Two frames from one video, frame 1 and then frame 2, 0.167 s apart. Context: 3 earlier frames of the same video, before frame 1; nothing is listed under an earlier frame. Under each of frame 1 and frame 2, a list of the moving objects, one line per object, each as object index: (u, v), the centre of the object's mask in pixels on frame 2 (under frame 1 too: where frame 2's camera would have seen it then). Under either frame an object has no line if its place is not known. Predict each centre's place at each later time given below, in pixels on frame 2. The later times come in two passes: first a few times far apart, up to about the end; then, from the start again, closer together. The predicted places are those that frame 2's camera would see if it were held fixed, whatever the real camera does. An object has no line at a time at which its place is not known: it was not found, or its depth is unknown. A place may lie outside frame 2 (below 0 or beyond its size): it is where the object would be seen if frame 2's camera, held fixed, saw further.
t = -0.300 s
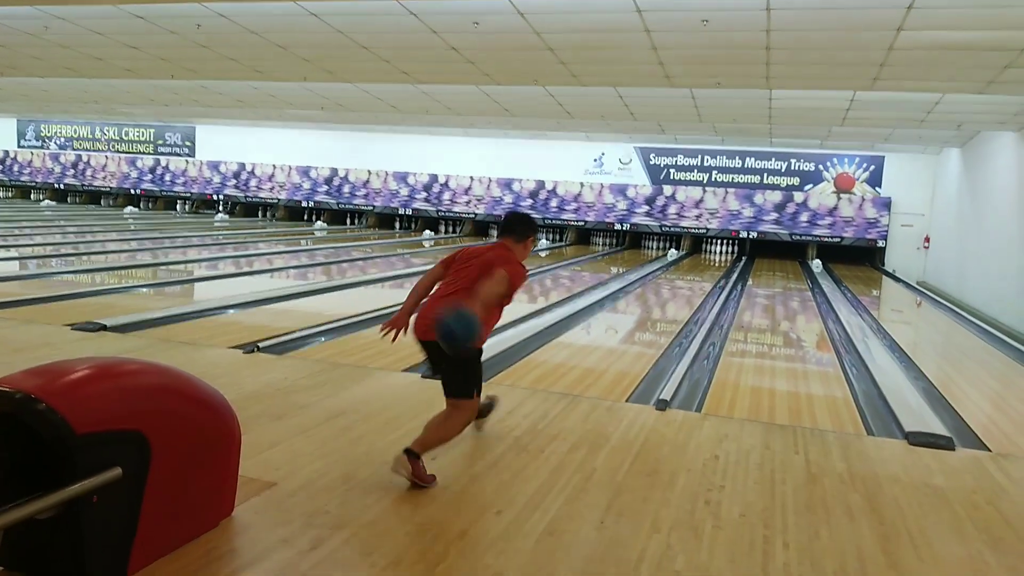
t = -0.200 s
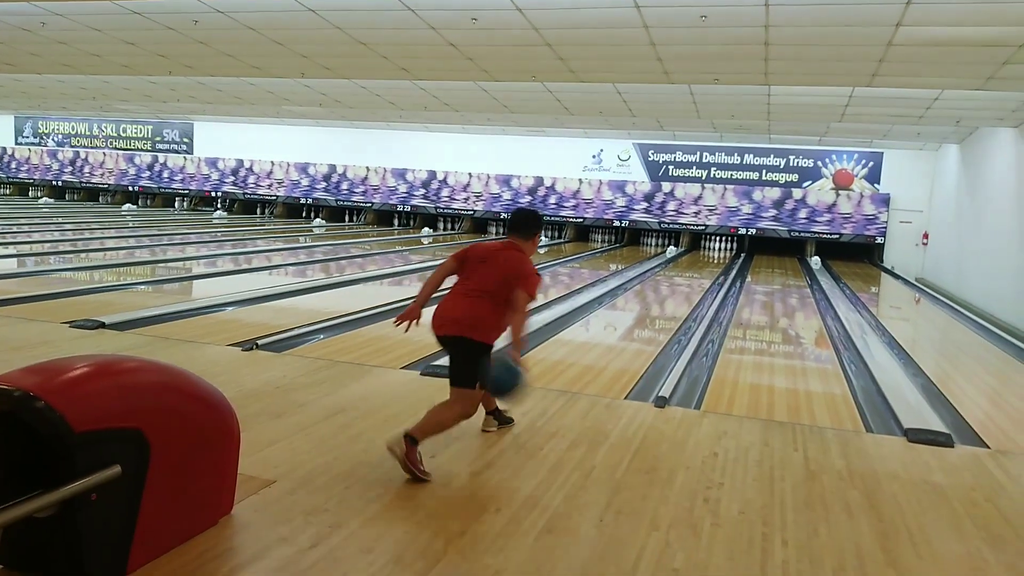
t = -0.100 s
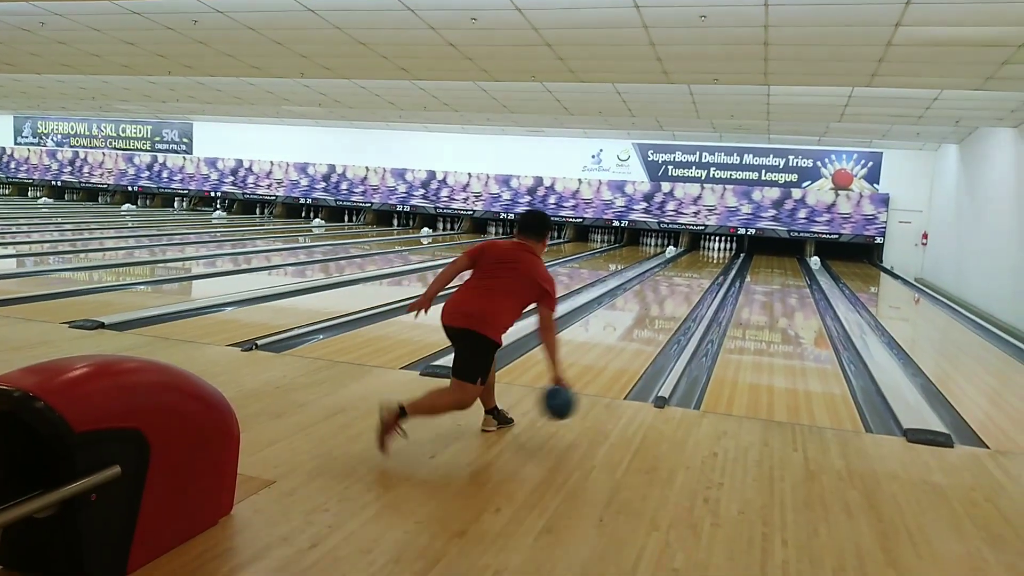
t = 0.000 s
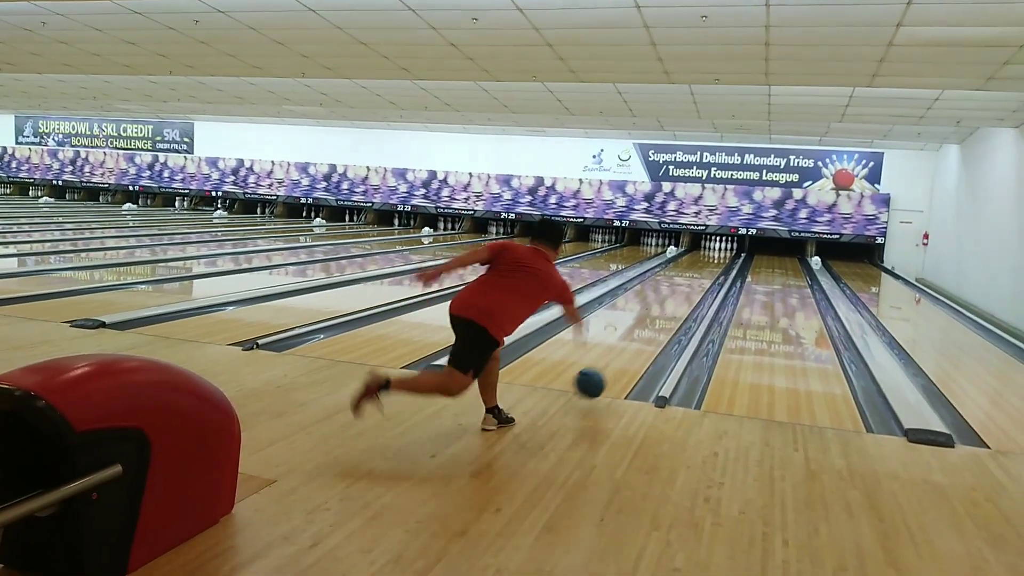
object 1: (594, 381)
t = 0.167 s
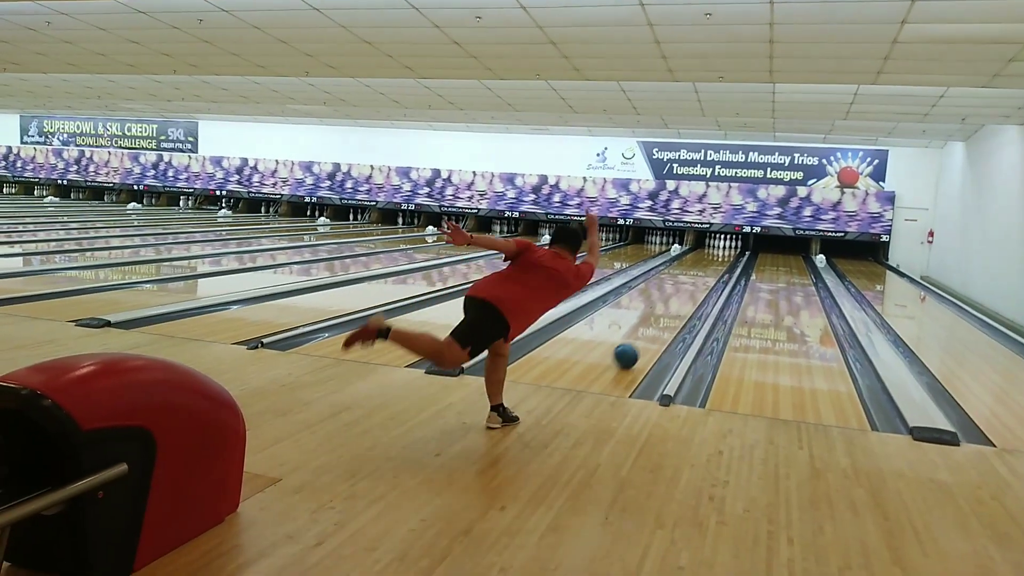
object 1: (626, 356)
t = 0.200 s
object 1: (630, 351)
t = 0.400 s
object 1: (654, 324)
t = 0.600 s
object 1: (671, 305)
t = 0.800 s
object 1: (683, 292)
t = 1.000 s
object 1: (692, 281)
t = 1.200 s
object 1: (699, 273)
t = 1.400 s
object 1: (704, 266)
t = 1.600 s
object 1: (708, 261)
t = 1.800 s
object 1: (712, 256)
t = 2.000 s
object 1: (716, 252)
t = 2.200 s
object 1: (719, 249)
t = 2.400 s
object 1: (722, 246)
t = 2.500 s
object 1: (722, 245)
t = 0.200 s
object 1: (630, 351)
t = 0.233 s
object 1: (635, 346)
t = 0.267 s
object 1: (640, 340)
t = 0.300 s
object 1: (644, 336)
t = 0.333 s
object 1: (647, 332)
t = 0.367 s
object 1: (651, 328)
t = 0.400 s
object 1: (654, 324)
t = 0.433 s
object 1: (657, 320)
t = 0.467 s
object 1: (661, 316)
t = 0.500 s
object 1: (663, 314)
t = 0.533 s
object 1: (666, 311)
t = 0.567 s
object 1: (668, 308)
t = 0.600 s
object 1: (671, 305)
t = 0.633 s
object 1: (673, 303)
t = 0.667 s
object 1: (675, 300)
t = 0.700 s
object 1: (677, 298)
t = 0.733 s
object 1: (679, 296)
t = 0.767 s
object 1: (681, 294)
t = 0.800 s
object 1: (683, 292)
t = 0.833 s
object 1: (684, 289)
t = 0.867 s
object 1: (686, 288)
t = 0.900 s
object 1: (688, 286)
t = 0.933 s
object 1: (689, 284)
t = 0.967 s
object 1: (690, 282)
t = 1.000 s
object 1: (692, 281)
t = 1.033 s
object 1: (693, 279)
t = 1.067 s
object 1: (694, 278)
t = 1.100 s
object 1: (695, 276)
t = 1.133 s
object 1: (699, 274)
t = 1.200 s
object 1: (699, 273)
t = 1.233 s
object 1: (700, 271)
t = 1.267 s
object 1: (701, 271)
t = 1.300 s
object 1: (701, 269)
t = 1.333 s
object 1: (702, 268)
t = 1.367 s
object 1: (703, 267)
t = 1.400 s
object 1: (704, 266)
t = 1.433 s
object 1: (705, 265)
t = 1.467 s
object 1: (705, 264)
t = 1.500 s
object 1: (706, 263)
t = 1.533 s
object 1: (706, 262)
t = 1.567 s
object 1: (708, 262)
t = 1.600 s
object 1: (708, 261)
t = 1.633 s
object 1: (709, 260)
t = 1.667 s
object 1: (710, 259)
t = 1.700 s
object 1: (710, 258)
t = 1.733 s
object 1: (710, 257)
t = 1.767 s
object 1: (711, 257)
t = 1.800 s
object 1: (712, 256)
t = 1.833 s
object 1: (712, 255)
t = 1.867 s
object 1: (712, 254)
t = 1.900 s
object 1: (713, 253)
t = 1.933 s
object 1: (715, 253)
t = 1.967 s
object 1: (715, 252)
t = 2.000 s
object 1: (716, 252)
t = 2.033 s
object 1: (716, 251)
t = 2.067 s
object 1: (717, 250)
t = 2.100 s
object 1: (718, 250)
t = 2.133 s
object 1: (718, 249)
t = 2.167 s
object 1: (718, 249)
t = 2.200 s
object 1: (719, 249)
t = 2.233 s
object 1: (719, 249)
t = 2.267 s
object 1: (719, 248)
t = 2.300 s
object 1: (721, 247)
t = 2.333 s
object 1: (722, 246)
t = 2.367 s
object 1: (721, 246)
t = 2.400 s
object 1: (722, 246)
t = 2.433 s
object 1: (722, 246)
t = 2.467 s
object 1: (722, 245)
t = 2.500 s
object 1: (722, 245)
